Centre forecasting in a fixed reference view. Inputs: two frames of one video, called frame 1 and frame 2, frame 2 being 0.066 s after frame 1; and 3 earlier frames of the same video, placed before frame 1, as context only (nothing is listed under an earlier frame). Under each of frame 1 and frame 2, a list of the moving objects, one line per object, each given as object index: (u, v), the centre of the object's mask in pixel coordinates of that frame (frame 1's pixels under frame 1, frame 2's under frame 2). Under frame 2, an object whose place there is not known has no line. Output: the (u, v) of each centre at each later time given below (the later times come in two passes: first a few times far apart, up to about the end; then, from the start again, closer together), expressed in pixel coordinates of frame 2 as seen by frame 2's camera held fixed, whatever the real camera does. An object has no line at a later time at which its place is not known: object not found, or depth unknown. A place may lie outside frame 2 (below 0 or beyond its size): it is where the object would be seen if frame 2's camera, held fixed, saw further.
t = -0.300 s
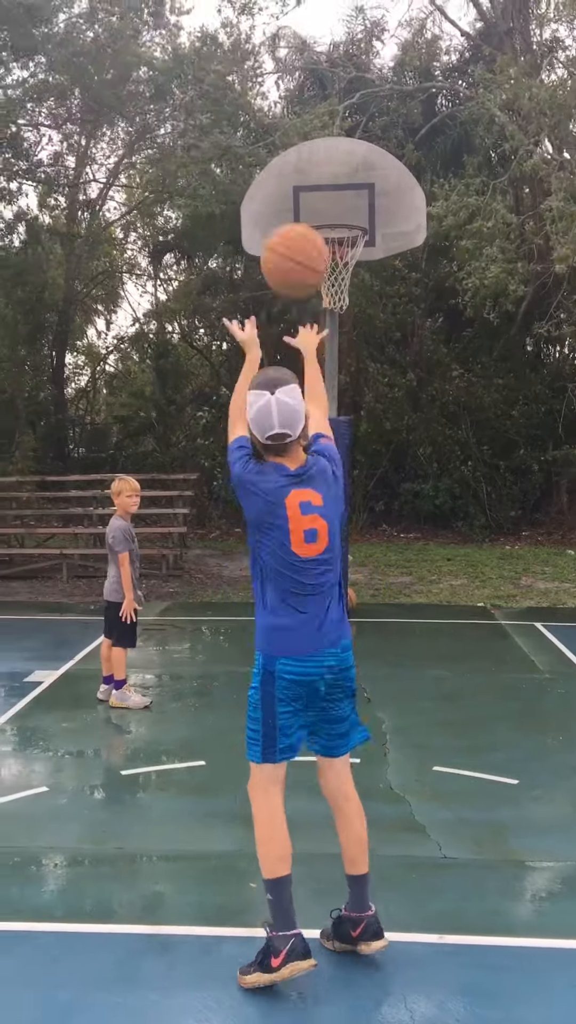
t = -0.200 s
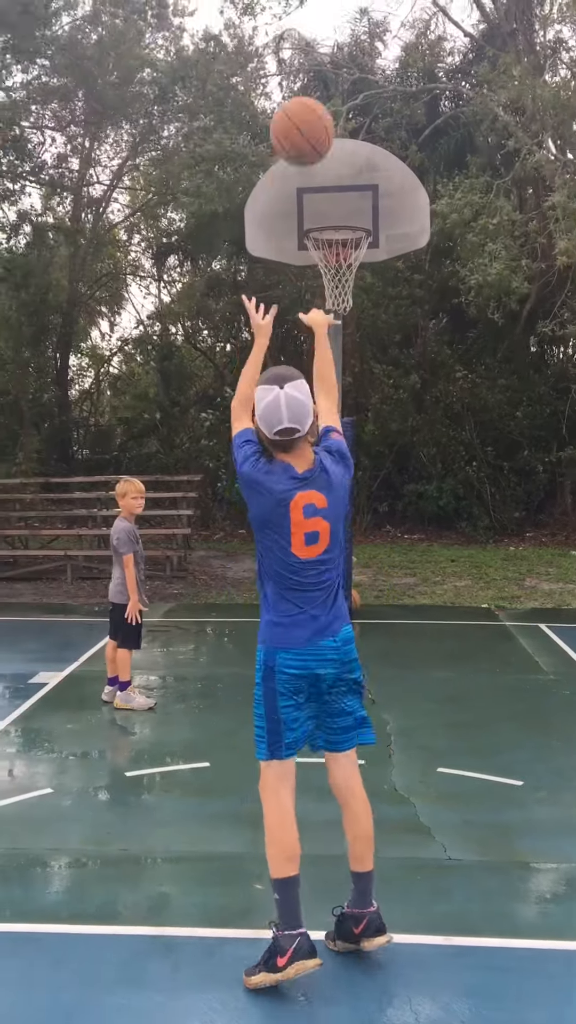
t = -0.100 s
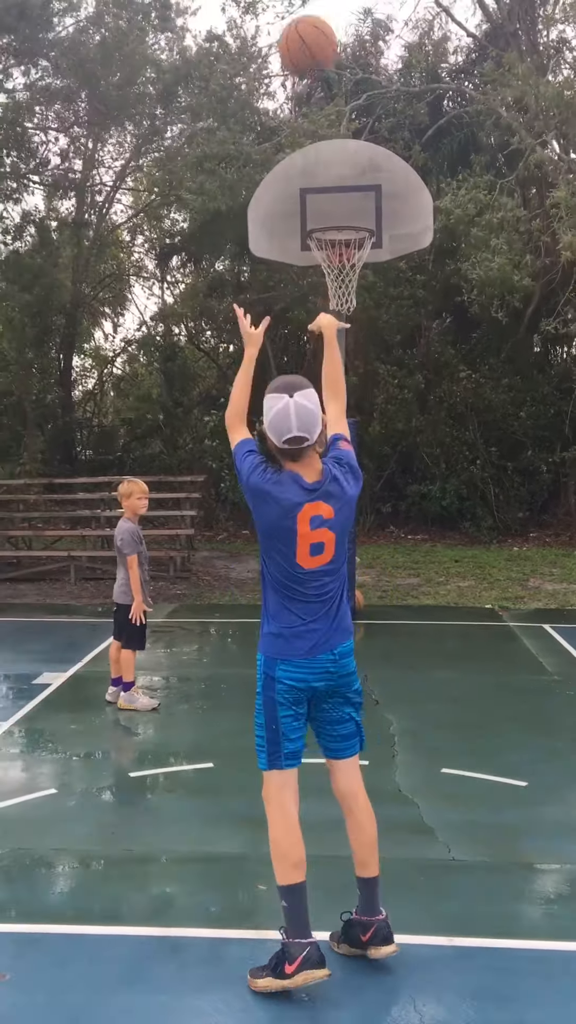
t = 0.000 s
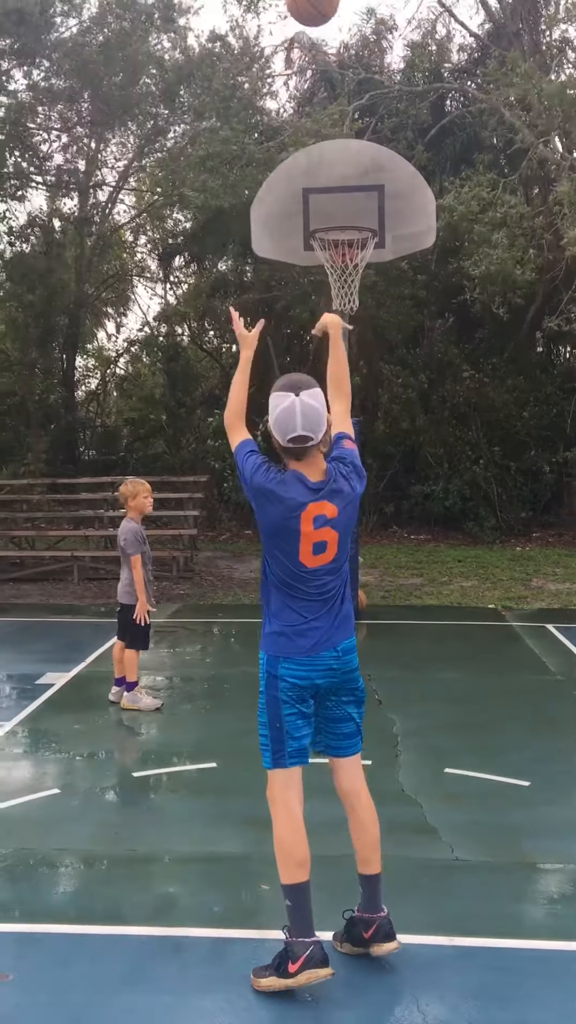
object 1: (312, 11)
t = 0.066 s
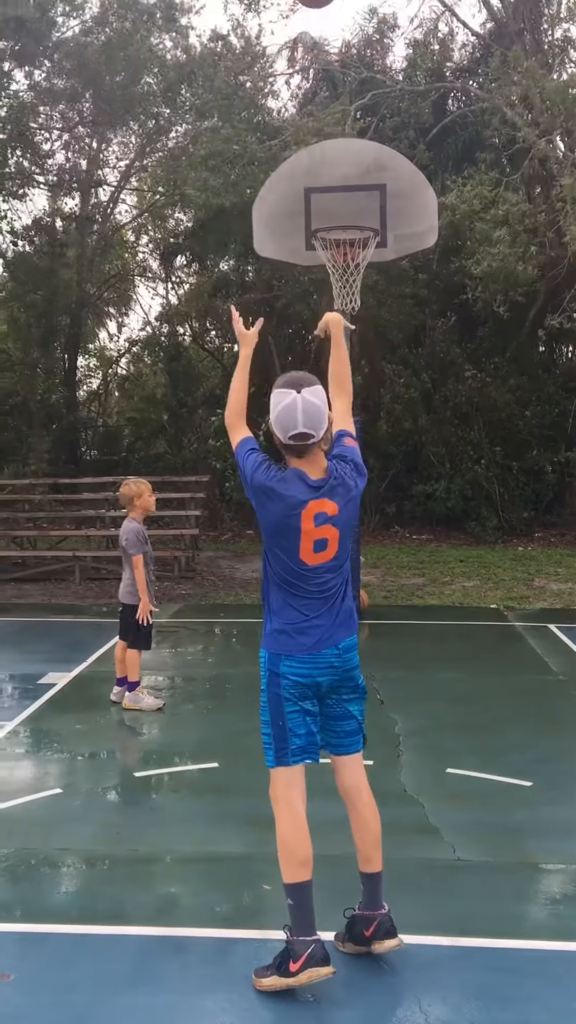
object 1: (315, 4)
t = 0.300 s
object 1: (318, 10)
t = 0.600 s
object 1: (321, 137)
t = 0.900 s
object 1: (352, 209)
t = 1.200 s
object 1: (380, 191)
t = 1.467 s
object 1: (400, 257)
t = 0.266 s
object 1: (318, 6)
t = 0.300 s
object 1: (318, 10)
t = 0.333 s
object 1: (319, 14)
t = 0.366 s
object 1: (319, 21)
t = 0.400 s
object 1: (319, 33)
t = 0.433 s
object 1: (319, 49)
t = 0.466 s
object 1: (320, 63)
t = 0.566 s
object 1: (321, 119)
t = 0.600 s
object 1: (321, 137)
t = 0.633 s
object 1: (322, 158)
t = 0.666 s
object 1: (322, 181)
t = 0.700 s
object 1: (322, 203)
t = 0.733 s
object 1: (324, 213)
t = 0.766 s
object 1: (331, 211)
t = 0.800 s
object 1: (337, 212)
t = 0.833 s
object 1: (342, 212)
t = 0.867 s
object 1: (347, 211)
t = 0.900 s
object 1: (352, 209)
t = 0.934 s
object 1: (356, 208)
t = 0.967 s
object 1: (360, 207)
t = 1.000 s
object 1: (365, 209)
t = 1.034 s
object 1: (368, 205)
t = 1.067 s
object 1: (371, 200)
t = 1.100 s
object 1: (373, 195)
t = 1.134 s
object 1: (375, 193)
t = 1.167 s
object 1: (378, 191)
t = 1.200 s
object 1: (380, 191)
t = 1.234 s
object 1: (383, 193)
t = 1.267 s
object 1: (385, 197)
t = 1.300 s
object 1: (388, 202)
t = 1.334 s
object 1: (391, 209)
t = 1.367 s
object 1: (394, 218)
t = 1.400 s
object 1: (395, 230)
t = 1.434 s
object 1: (397, 242)
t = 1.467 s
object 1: (400, 257)
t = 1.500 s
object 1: (402, 273)
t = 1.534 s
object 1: (404, 292)
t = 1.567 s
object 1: (407, 311)
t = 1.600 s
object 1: (409, 334)
